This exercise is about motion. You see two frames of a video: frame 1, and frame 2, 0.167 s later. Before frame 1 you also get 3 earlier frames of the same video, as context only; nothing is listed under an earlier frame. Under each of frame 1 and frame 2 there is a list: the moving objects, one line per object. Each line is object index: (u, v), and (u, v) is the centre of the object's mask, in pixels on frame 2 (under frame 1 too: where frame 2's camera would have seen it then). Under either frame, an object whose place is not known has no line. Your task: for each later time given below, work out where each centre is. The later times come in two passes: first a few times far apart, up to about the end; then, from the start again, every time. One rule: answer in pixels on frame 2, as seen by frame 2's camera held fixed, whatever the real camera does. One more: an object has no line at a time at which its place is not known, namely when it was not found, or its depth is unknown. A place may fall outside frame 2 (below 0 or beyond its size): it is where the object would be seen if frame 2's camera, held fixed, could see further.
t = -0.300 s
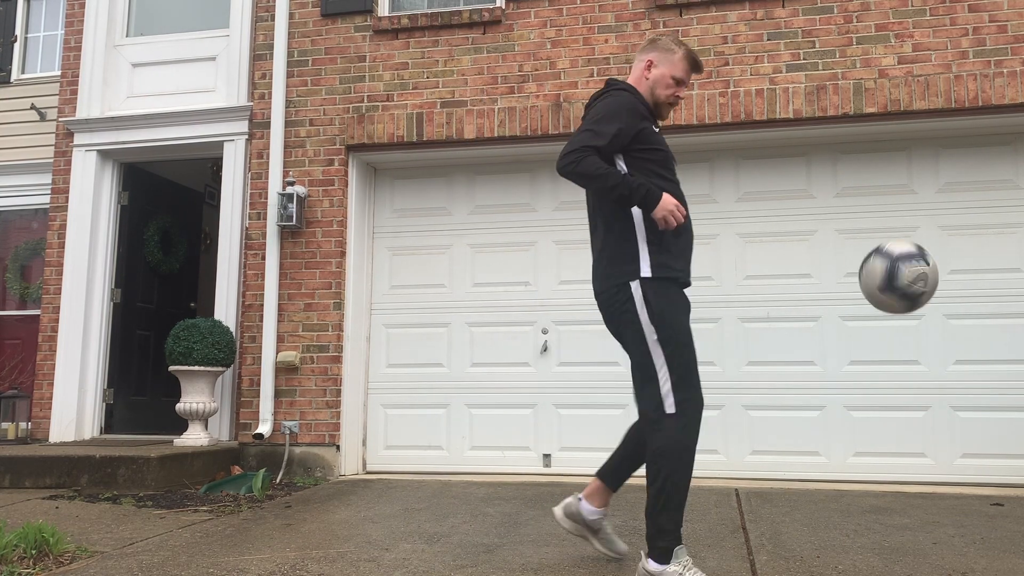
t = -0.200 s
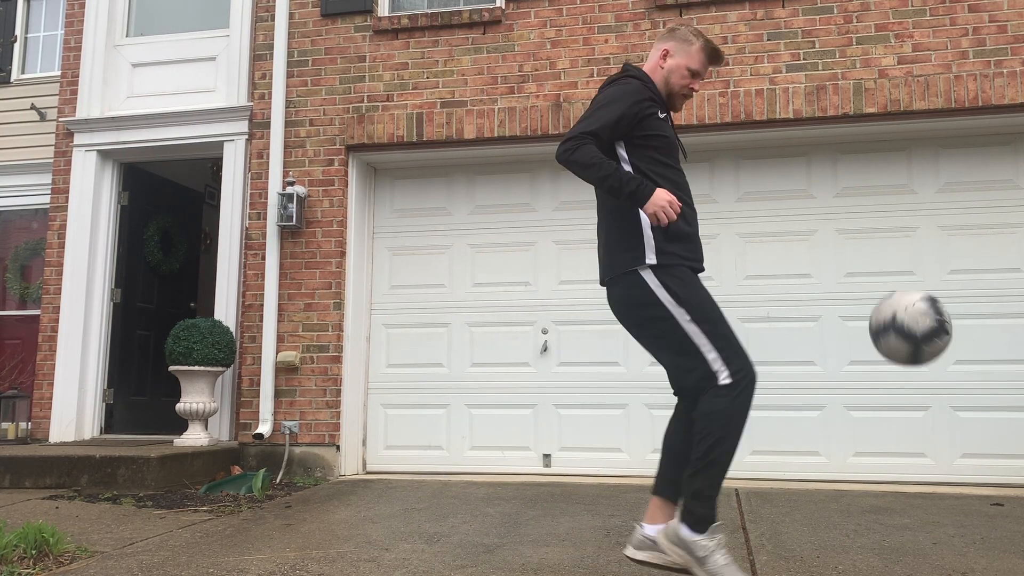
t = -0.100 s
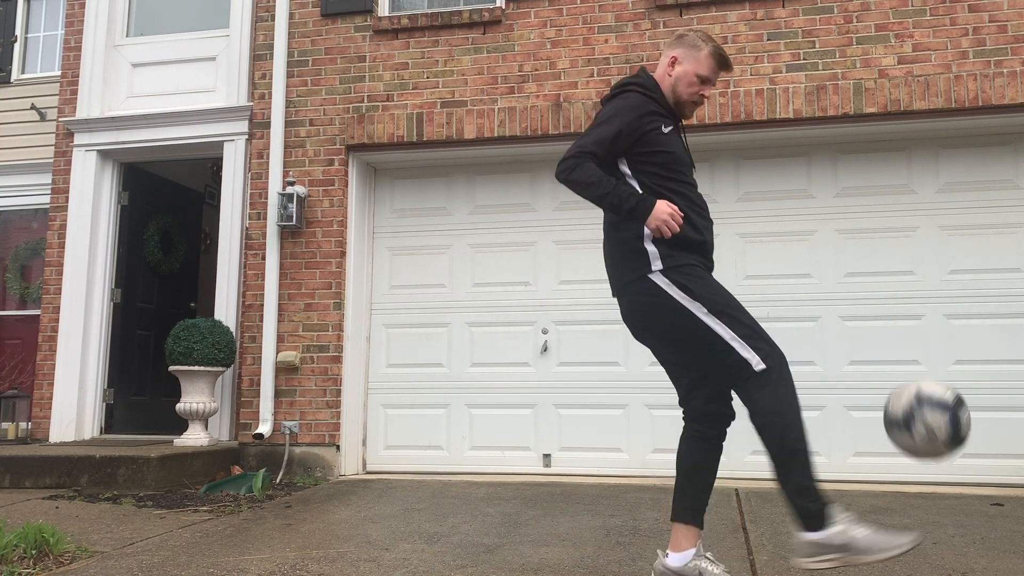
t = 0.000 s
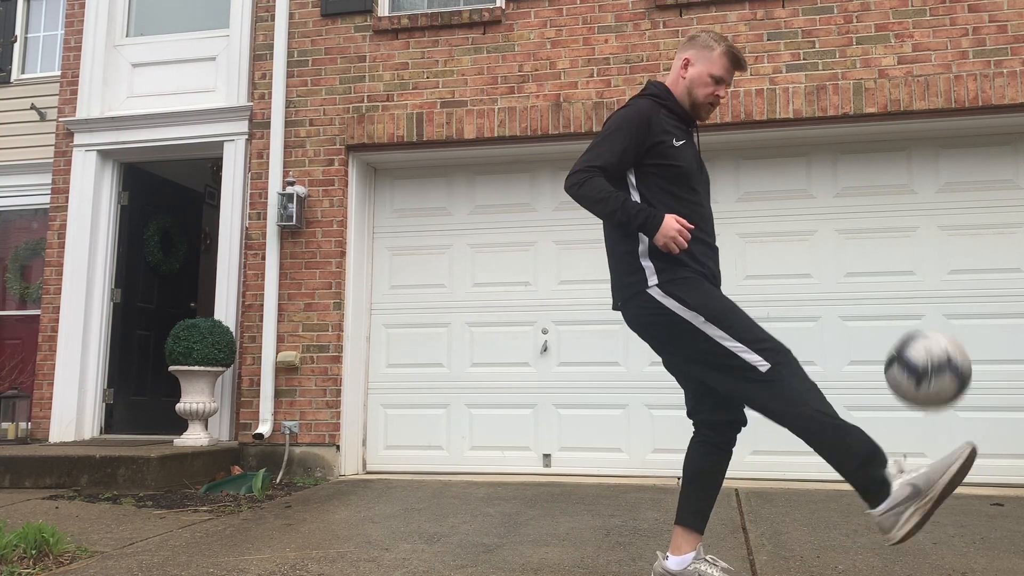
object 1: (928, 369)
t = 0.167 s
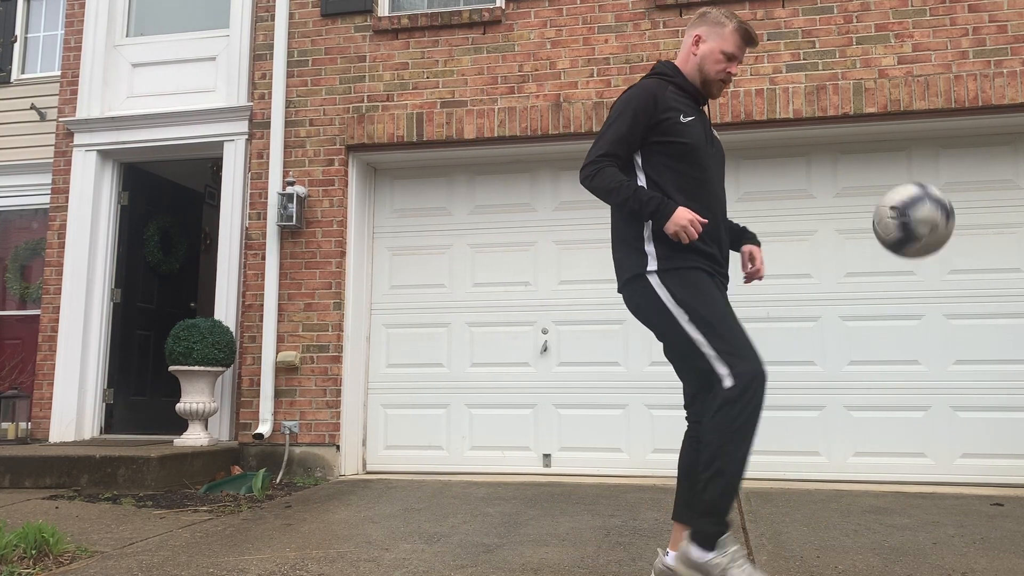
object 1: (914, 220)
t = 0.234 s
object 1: (910, 189)
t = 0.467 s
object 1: (905, 196)
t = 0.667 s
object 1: (911, 340)
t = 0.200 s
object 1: (912, 202)
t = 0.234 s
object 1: (910, 189)
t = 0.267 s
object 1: (908, 179)
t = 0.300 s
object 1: (907, 174)
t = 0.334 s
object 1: (906, 171)
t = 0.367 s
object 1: (906, 173)
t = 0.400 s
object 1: (905, 177)
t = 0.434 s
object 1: (905, 185)
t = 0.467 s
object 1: (905, 196)
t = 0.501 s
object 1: (905, 211)
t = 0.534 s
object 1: (906, 230)
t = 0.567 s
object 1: (906, 252)
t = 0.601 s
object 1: (907, 278)
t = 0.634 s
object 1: (908, 308)
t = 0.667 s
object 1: (911, 340)
